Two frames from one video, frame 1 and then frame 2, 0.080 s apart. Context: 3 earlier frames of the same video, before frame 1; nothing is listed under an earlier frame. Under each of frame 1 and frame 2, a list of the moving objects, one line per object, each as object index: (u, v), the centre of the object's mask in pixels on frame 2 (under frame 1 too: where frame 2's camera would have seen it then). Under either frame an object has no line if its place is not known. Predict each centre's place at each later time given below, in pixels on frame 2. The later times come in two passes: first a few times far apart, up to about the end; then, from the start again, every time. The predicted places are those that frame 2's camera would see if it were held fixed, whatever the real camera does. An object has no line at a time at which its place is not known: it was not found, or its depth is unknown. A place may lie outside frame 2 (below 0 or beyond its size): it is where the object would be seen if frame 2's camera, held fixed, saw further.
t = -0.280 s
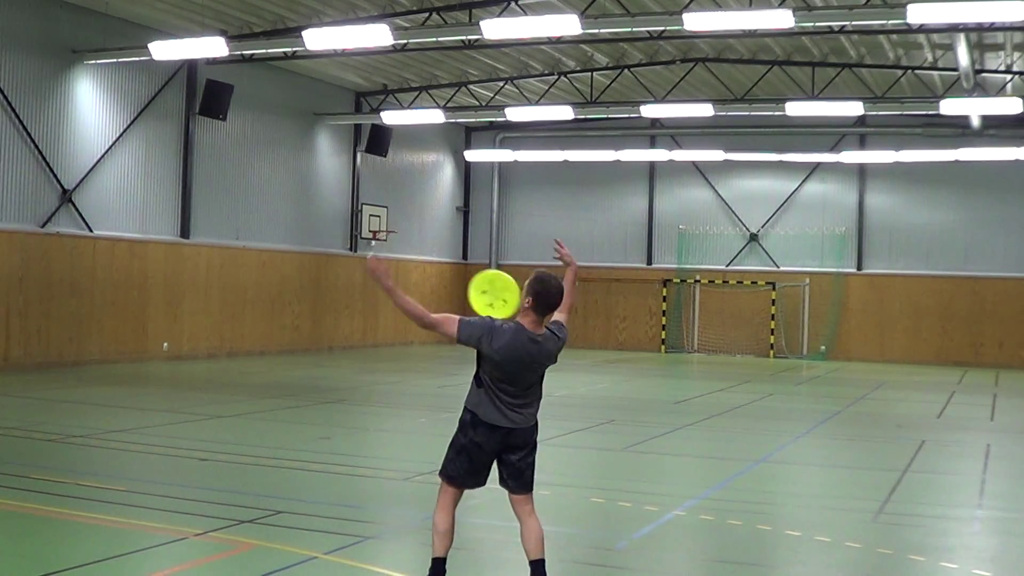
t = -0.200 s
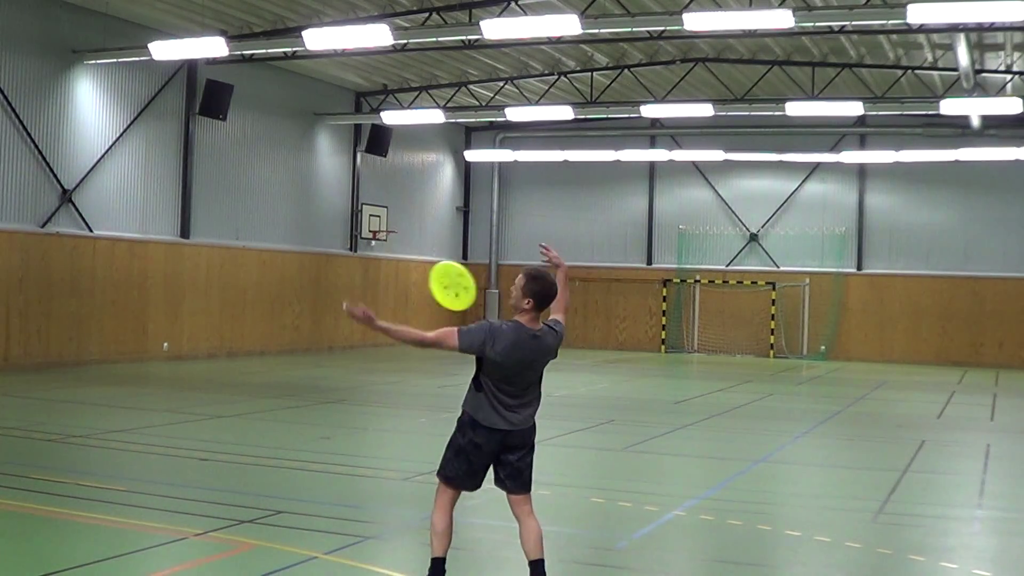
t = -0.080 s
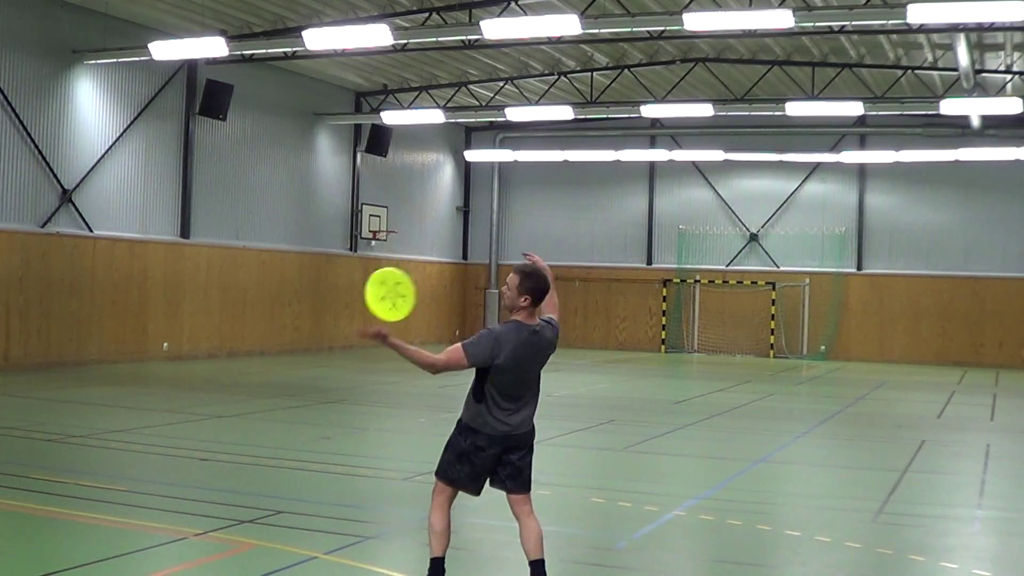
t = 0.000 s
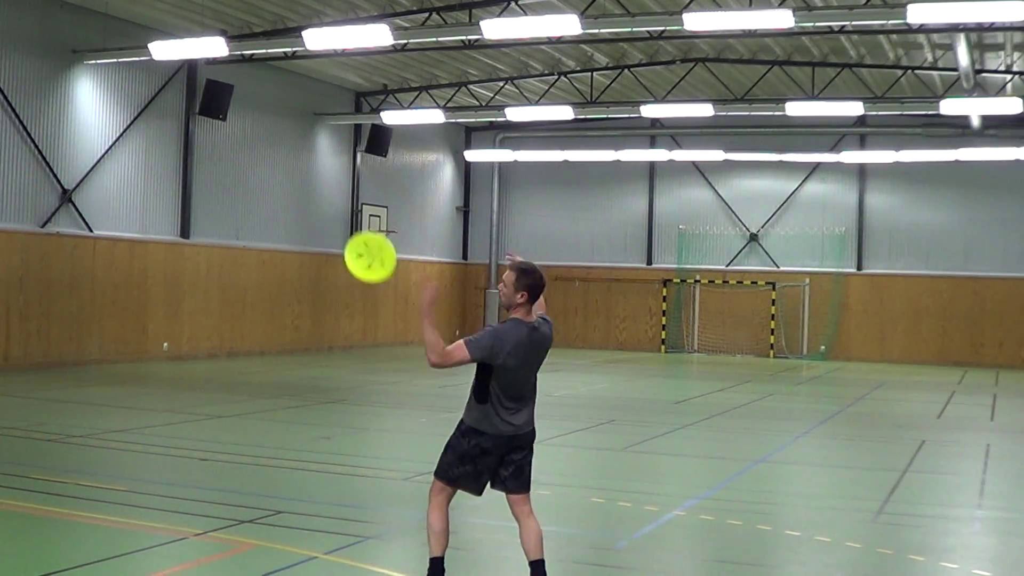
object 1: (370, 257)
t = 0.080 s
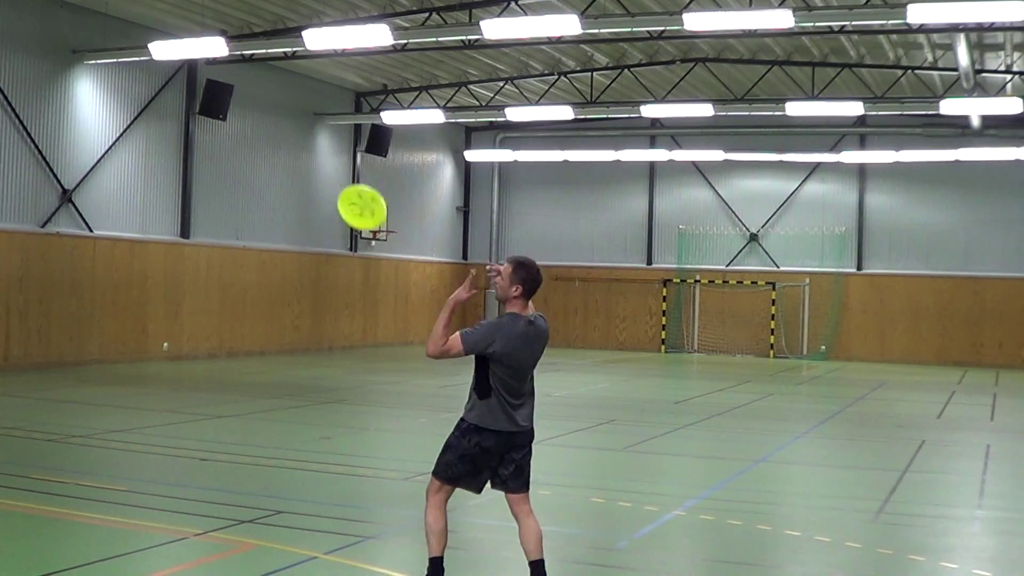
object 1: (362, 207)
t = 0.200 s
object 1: (352, 157)
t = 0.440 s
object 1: (336, 132)
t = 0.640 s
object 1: (325, 180)
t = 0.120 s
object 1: (358, 187)
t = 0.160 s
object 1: (355, 171)
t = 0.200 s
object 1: (352, 157)
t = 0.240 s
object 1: (349, 146)
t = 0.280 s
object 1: (346, 138)
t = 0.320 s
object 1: (344, 133)
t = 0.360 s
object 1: (341, 130)
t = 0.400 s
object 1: (338, 130)
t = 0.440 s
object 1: (336, 132)
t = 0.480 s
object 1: (333, 137)
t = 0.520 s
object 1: (331, 144)
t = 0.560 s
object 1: (329, 154)
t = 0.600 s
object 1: (327, 166)
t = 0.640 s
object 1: (325, 180)
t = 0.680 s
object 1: (324, 196)
